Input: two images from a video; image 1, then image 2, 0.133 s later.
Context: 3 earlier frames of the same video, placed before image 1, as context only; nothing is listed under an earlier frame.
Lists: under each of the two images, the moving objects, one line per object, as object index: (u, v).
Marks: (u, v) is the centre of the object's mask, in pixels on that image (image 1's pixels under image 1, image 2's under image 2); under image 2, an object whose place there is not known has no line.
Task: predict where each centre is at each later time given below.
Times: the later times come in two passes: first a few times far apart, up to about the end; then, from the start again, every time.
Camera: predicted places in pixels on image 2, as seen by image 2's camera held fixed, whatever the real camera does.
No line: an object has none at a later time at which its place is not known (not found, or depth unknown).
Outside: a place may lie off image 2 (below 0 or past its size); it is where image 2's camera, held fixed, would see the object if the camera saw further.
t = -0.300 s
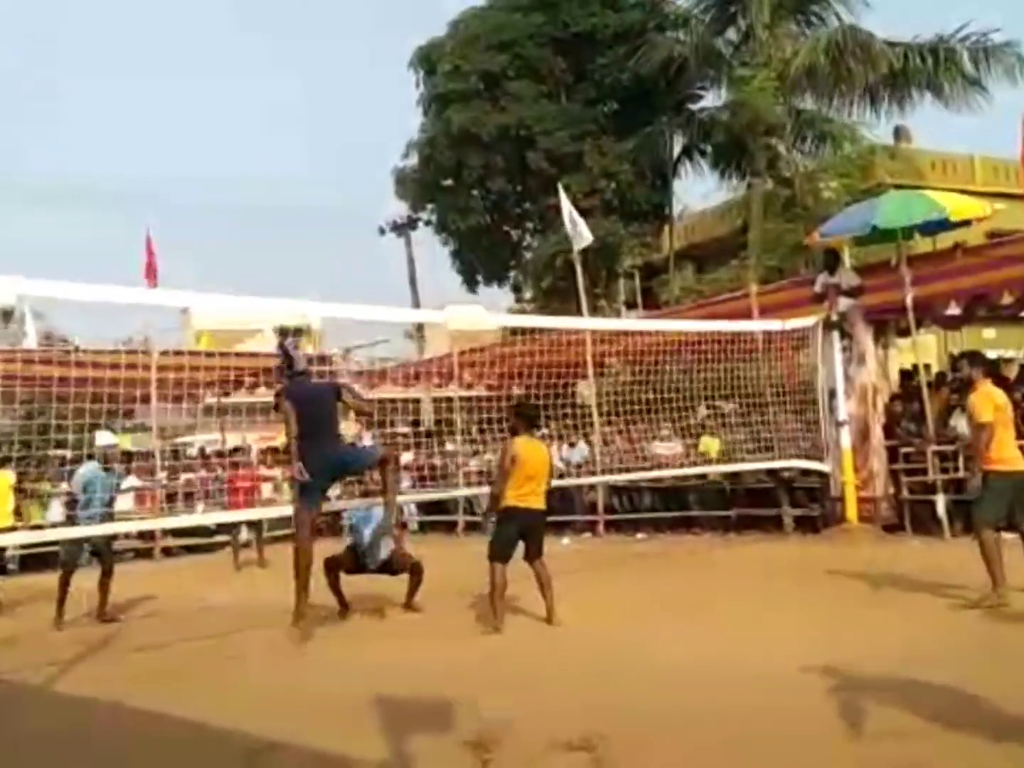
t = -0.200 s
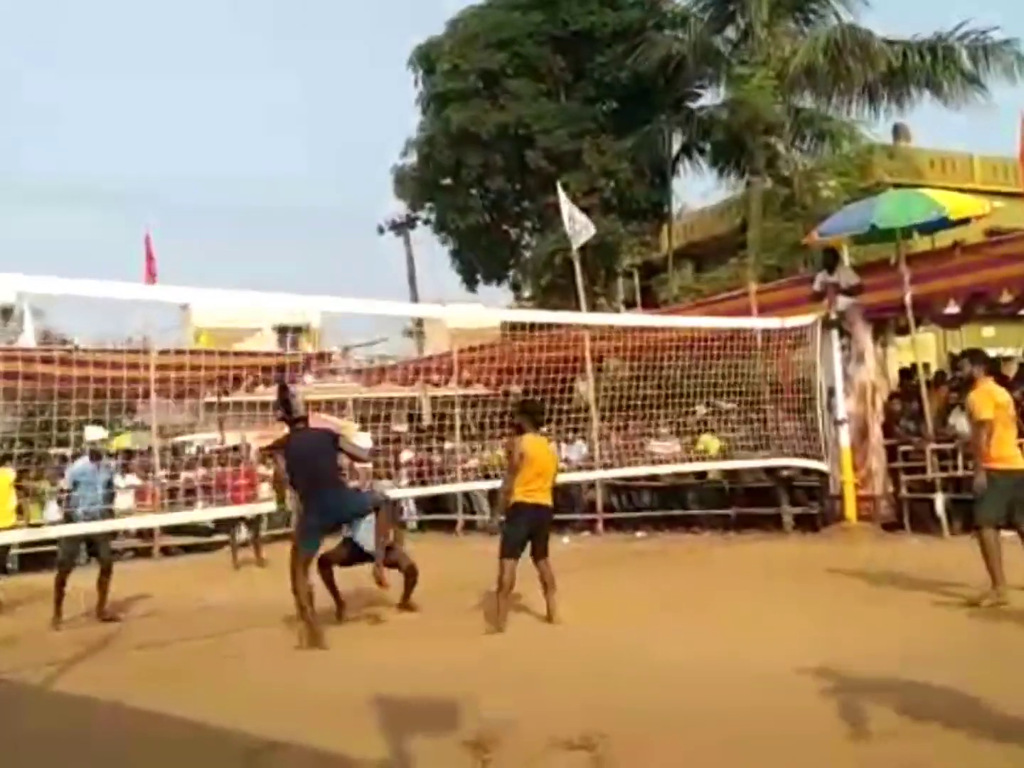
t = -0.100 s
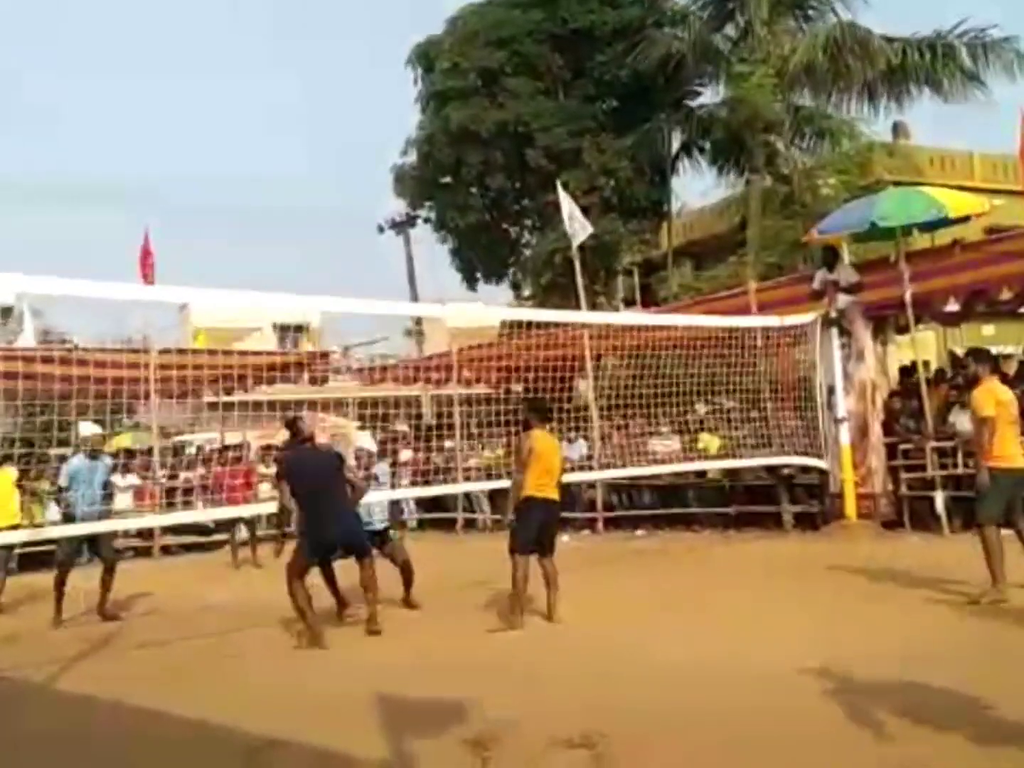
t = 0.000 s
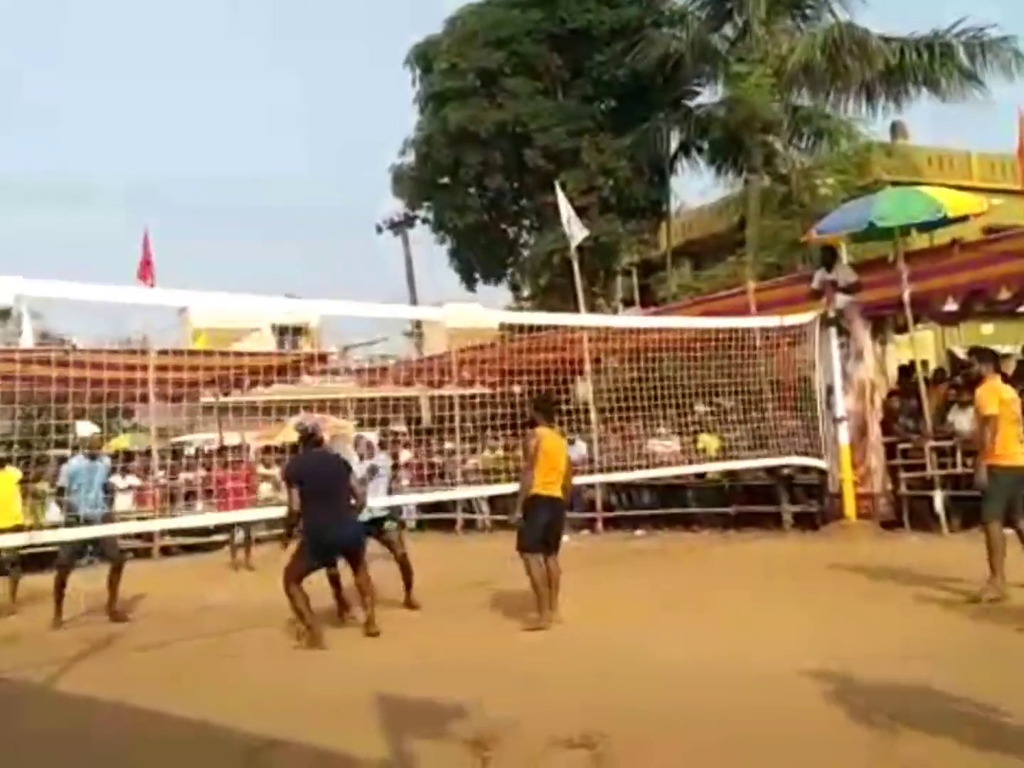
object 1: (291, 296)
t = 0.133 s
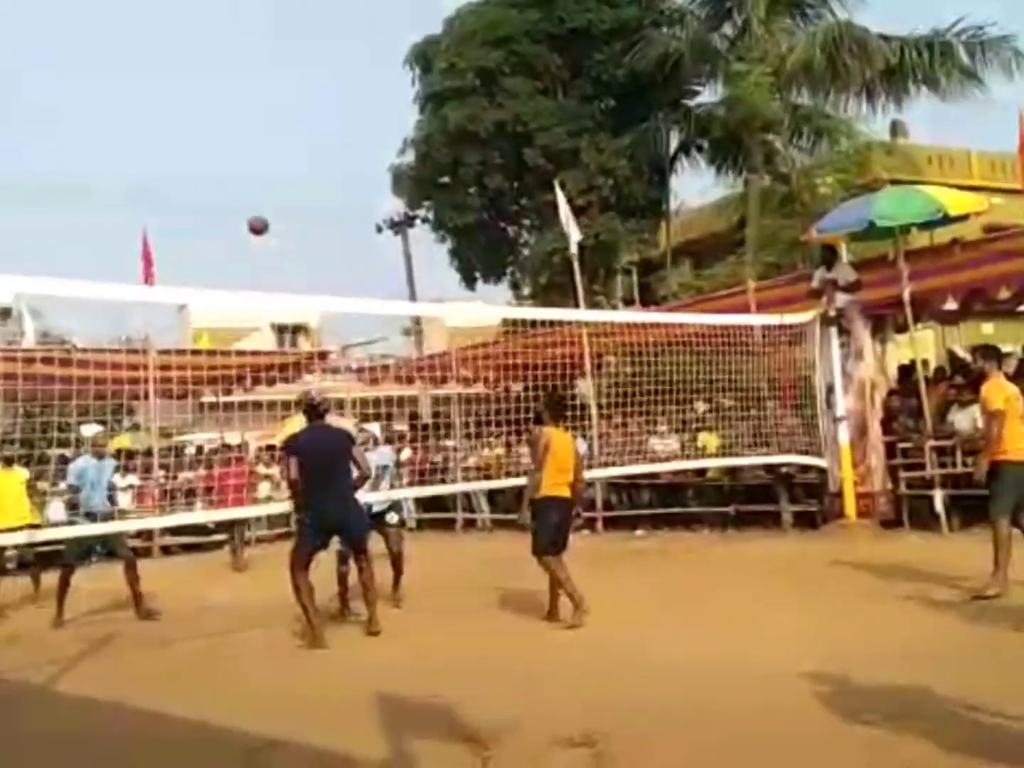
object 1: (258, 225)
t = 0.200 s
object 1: (242, 193)
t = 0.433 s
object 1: (190, 128)
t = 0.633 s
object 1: (149, 123)
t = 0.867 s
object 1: (104, 178)
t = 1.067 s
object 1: (69, 274)
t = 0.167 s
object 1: (250, 208)
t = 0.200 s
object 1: (242, 193)
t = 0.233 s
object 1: (234, 180)
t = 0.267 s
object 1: (226, 168)
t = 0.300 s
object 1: (219, 157)
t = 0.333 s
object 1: (212, 148)
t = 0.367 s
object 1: (205, 139)
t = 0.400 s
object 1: (197, 133)
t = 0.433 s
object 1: (190, 128)
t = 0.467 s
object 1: (183, 124)
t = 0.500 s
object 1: (175, 121)
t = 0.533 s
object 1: (169, 119)
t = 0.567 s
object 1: (162, 120)
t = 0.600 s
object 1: (155, 120)
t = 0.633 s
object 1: (149, 123)
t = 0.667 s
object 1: (142, 127)
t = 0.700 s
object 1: (136, 132)
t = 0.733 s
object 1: (130, 138)
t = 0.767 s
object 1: (123, 146)
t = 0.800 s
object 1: (117, 155)
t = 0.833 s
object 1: (110, 166)
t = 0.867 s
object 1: (104, 178)
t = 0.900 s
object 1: (98, 191)
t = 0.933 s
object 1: (92, 205)
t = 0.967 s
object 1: (87, 221)
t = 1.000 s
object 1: (80, 238)
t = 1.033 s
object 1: (75, 257)
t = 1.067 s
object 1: (69, 274)
